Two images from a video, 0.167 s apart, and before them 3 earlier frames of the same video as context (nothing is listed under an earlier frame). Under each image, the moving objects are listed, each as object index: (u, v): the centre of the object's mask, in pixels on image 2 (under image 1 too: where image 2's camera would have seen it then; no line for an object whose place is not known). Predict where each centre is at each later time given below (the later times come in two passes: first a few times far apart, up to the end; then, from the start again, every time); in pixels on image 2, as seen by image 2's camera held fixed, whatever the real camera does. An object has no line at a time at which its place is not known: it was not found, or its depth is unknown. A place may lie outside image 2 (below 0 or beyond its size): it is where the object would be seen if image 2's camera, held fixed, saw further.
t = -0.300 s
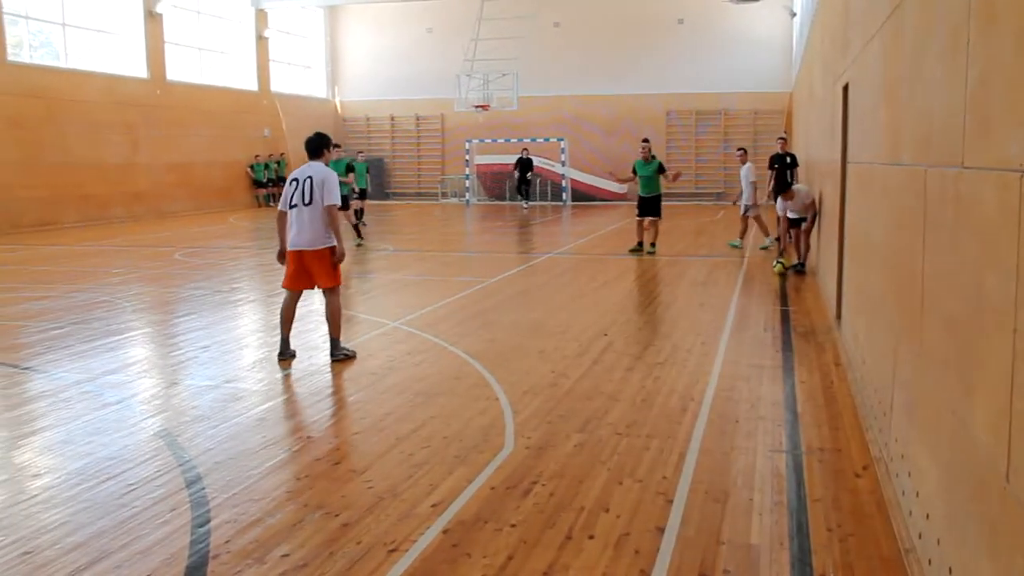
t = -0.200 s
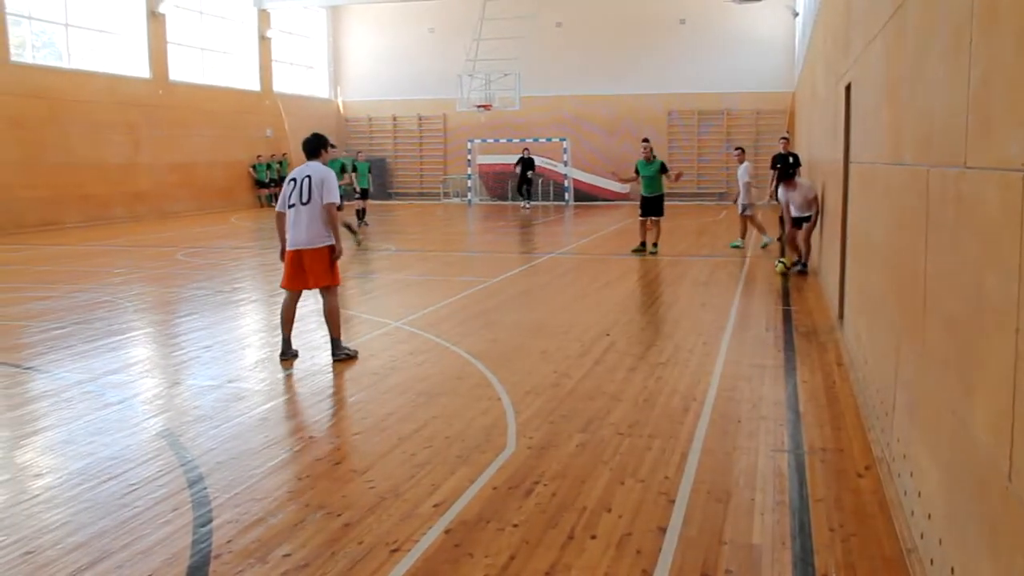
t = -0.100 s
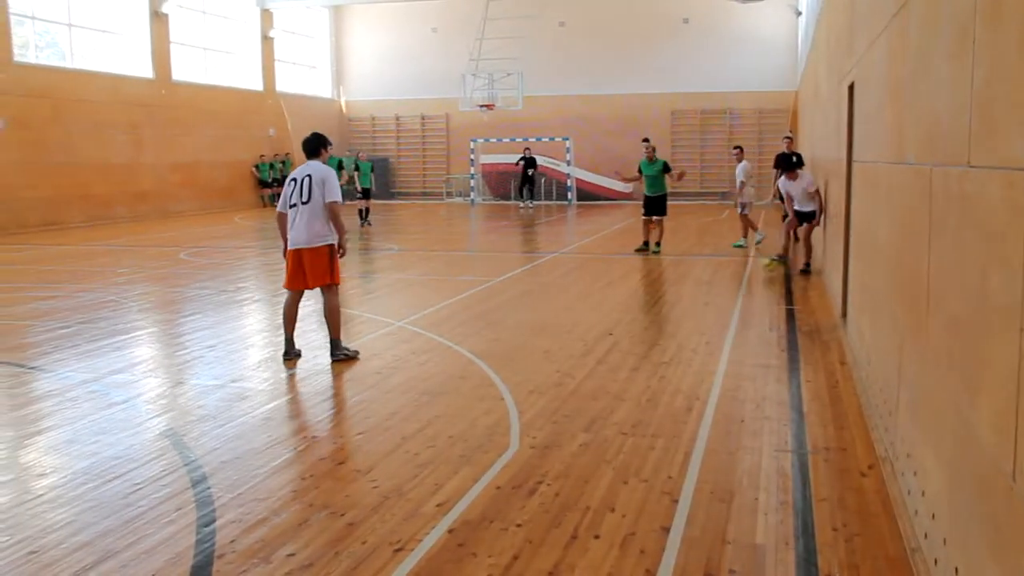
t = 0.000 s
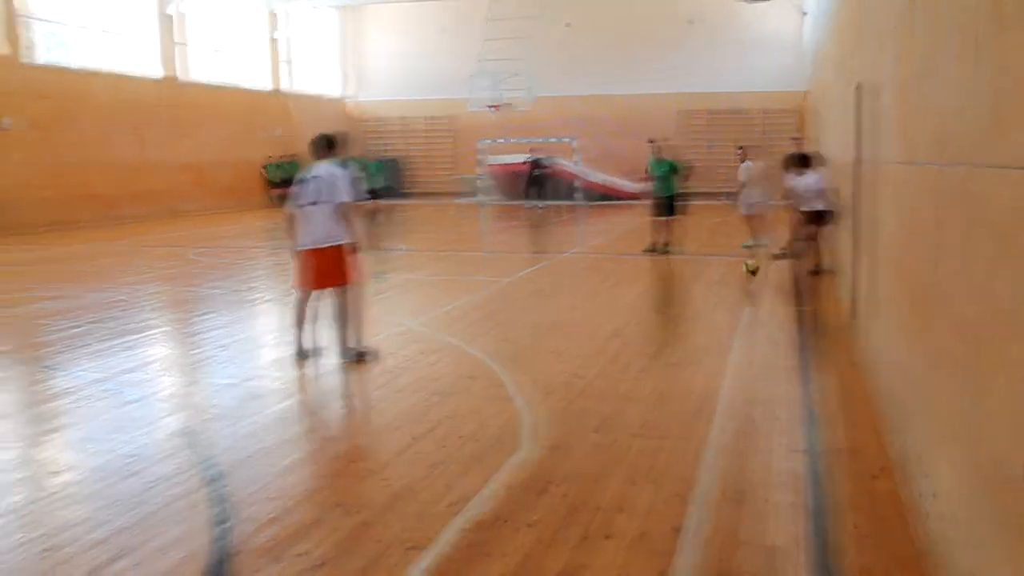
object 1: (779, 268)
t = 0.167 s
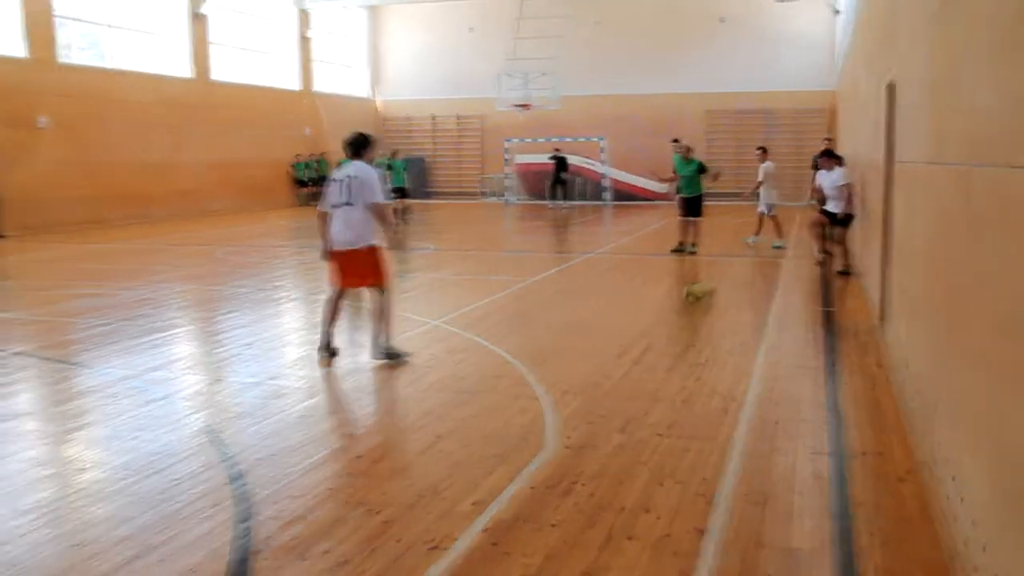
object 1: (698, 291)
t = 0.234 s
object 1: (675, 295)
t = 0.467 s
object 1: (552, 327)
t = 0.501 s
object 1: (529, 332)
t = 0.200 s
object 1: (690, 293)
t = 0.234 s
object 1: (675, 295)
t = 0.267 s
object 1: (656, 298)
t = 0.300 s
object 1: (636, 304)
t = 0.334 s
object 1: (618, 311)
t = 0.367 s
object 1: (604, 314)
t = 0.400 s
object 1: (594, 316)
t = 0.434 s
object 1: (572, 321)
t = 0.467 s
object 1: (552, 327)
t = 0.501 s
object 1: (529, 332)
